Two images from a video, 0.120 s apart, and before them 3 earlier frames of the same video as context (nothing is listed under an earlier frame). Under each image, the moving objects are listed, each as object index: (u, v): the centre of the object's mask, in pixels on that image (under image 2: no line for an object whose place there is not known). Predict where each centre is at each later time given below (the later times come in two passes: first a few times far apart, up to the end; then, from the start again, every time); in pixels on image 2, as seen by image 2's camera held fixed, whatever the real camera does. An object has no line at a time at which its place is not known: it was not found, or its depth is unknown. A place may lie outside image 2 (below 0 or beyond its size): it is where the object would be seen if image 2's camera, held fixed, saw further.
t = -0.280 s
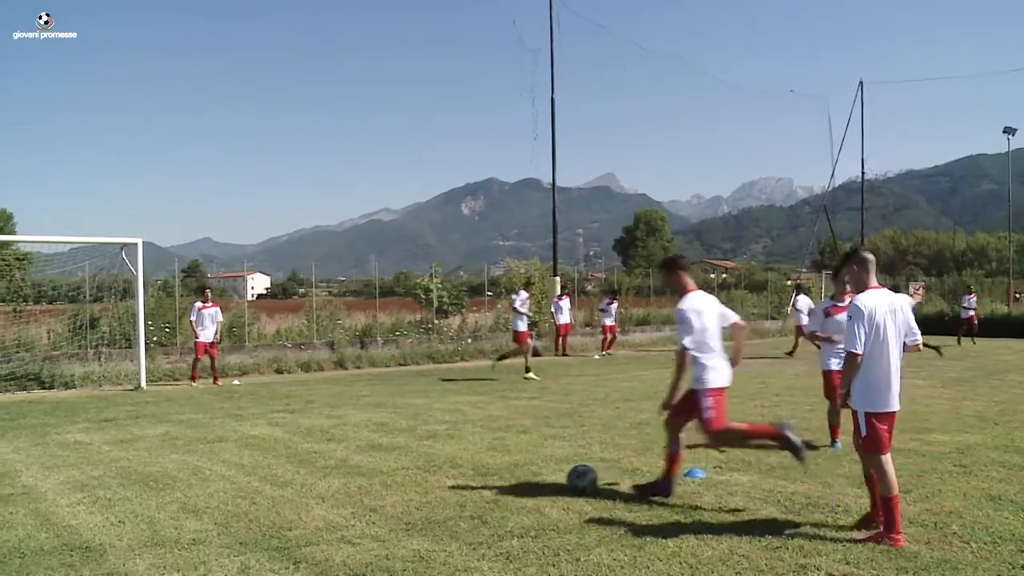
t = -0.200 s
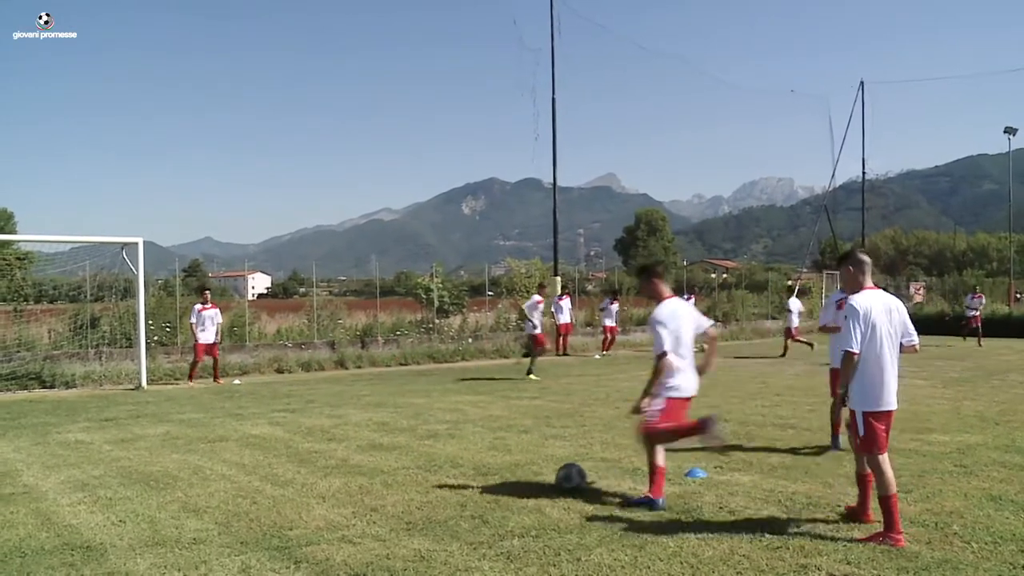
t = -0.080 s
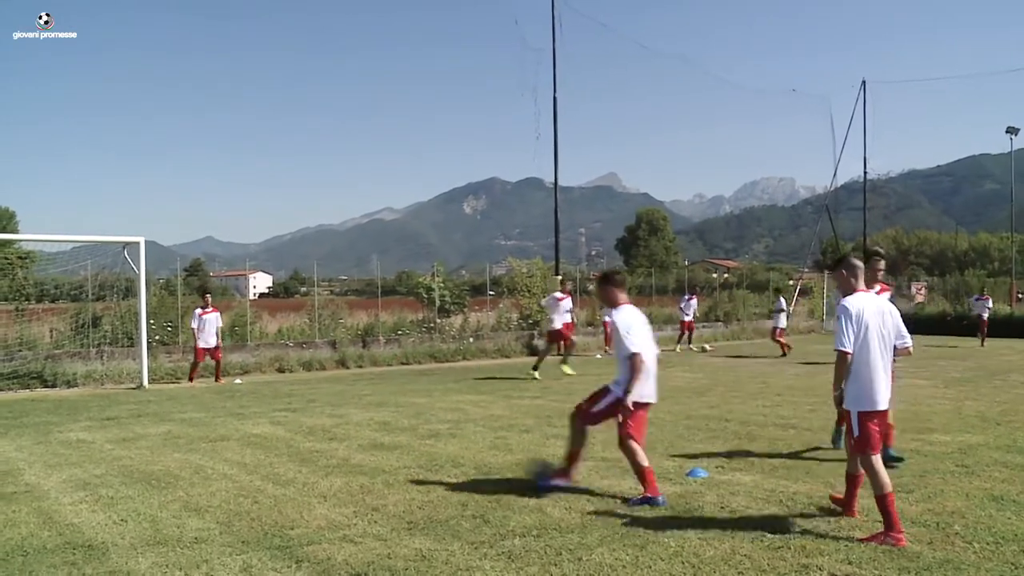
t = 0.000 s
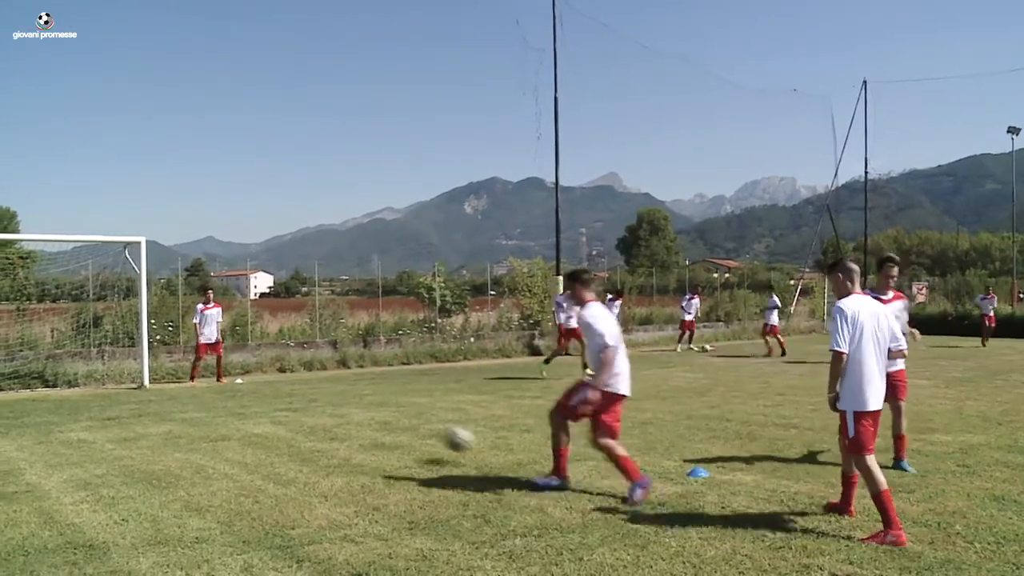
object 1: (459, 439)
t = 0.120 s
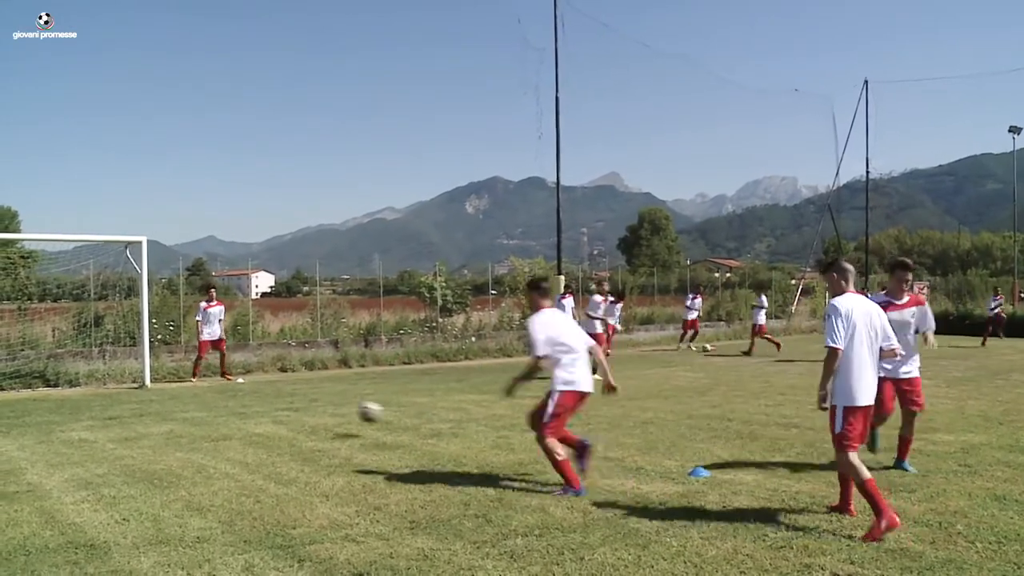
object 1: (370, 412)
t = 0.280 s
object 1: (295, 405)
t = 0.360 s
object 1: (270, 394)
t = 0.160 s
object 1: (347, 408)
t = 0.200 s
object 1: (328, 406)
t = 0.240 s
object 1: (310, 406)
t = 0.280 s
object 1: (295, 405)
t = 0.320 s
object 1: (282, 401)
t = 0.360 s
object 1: (270, 394)
